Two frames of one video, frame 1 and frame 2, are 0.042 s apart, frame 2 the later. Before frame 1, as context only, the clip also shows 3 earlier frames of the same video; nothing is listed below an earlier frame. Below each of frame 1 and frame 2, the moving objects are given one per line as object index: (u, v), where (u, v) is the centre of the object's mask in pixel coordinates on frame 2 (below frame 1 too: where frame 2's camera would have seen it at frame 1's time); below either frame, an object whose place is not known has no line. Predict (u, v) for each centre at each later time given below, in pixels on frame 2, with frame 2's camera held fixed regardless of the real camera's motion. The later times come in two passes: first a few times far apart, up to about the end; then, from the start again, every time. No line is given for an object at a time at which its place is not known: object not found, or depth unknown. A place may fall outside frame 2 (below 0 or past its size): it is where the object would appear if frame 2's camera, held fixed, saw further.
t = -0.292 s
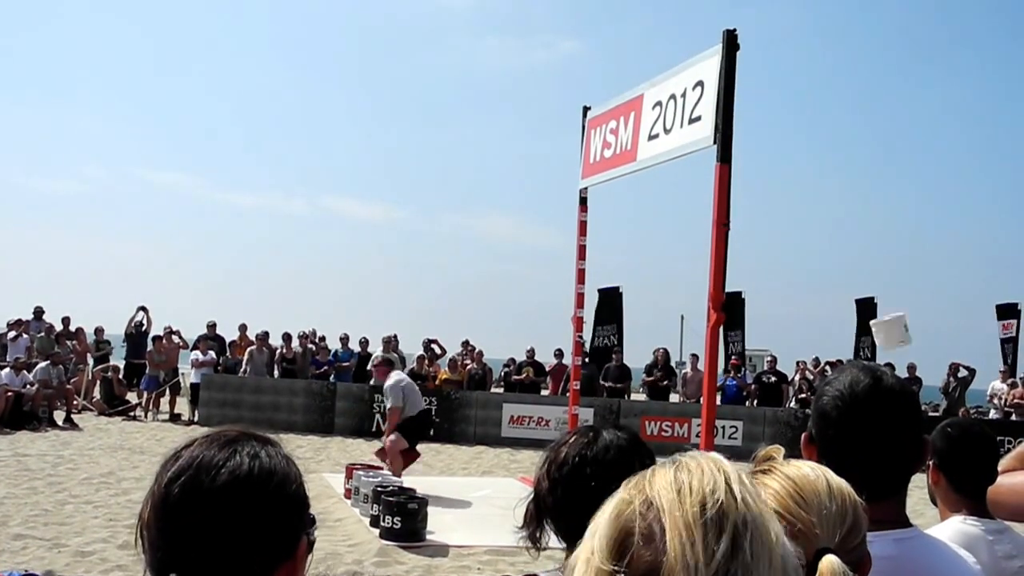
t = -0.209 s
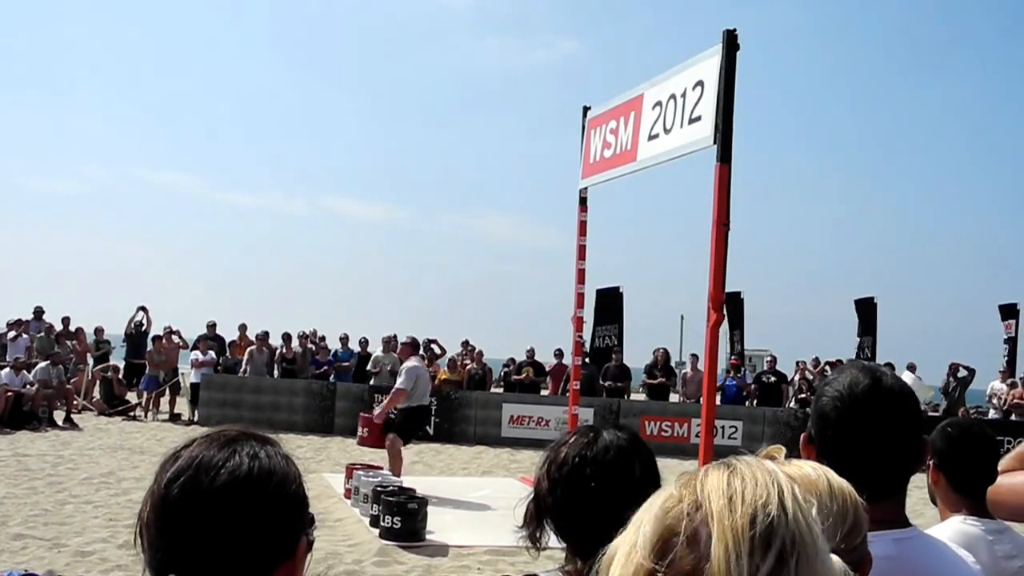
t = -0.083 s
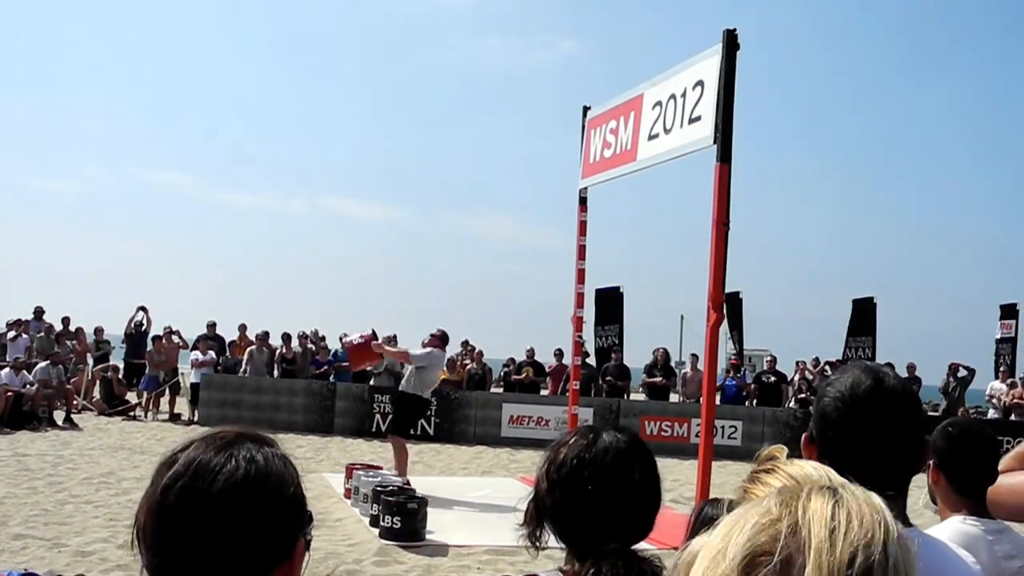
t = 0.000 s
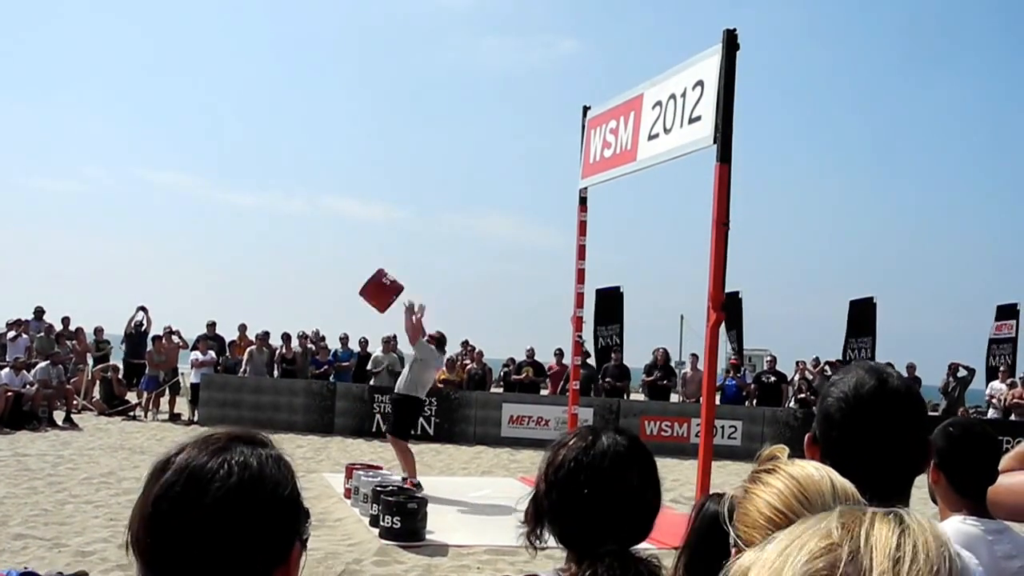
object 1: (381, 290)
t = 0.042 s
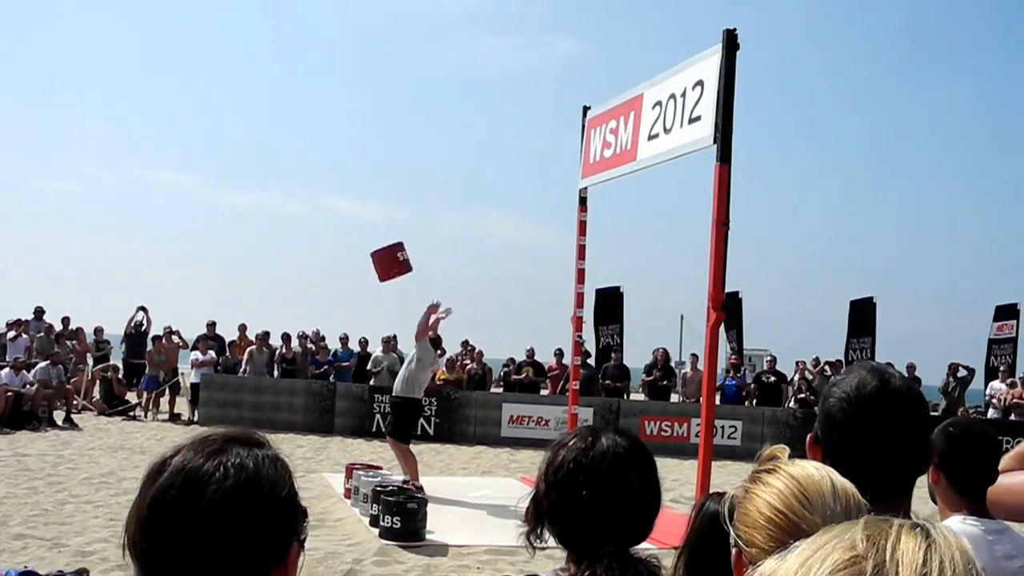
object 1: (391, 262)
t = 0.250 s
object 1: (448, 137)
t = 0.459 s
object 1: (506, 63)
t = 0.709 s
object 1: (559, 21)
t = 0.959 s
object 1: (616, 27)
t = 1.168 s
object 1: (651, 71)
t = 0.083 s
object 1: (402, 234)
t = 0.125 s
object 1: (413, 207)
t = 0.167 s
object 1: (424, 181)
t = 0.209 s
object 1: (436, 158)
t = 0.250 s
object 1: (448, 137)
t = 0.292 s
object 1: (461, 118)
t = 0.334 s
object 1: (473, 101)
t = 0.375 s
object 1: (485, 87)
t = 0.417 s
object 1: (496, 74)
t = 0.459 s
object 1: (506, 63)
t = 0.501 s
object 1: (515, 54)
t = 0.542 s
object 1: (524, 45)
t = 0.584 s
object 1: (533, 37)
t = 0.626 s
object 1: (541, 30)
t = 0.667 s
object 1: (550, 25)
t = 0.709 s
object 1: (559, 21)
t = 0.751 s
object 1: (568, 18)
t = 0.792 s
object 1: (577, 16)
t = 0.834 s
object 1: (587, 17)
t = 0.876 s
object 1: (597, 18)
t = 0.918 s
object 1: (606, 21)
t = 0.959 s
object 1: (616, 27)
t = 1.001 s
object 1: (625, 35)
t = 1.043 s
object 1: (634, 44)
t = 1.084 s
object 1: (641, 55)
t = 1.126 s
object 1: (648, 65)
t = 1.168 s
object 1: (651, 71)
